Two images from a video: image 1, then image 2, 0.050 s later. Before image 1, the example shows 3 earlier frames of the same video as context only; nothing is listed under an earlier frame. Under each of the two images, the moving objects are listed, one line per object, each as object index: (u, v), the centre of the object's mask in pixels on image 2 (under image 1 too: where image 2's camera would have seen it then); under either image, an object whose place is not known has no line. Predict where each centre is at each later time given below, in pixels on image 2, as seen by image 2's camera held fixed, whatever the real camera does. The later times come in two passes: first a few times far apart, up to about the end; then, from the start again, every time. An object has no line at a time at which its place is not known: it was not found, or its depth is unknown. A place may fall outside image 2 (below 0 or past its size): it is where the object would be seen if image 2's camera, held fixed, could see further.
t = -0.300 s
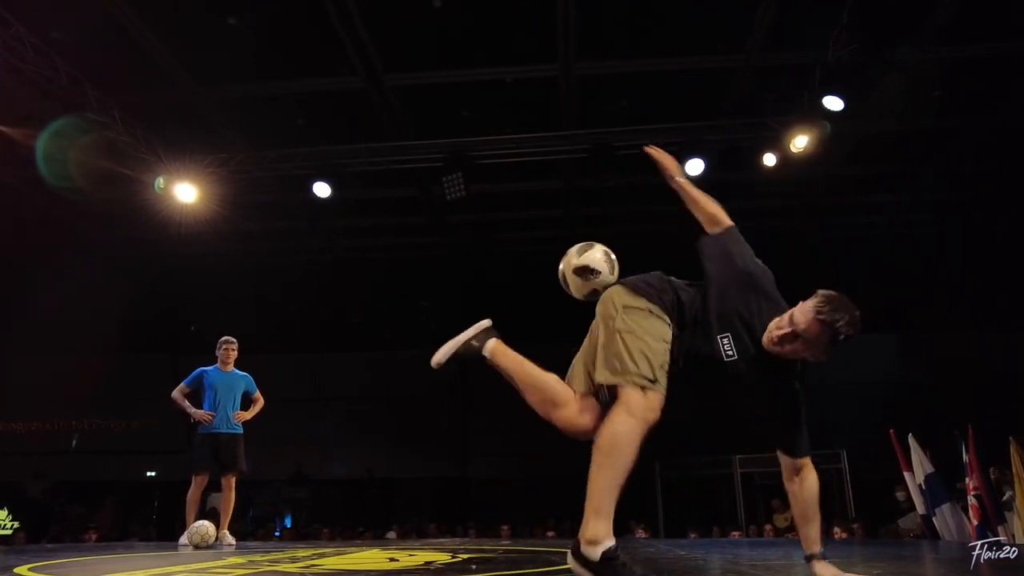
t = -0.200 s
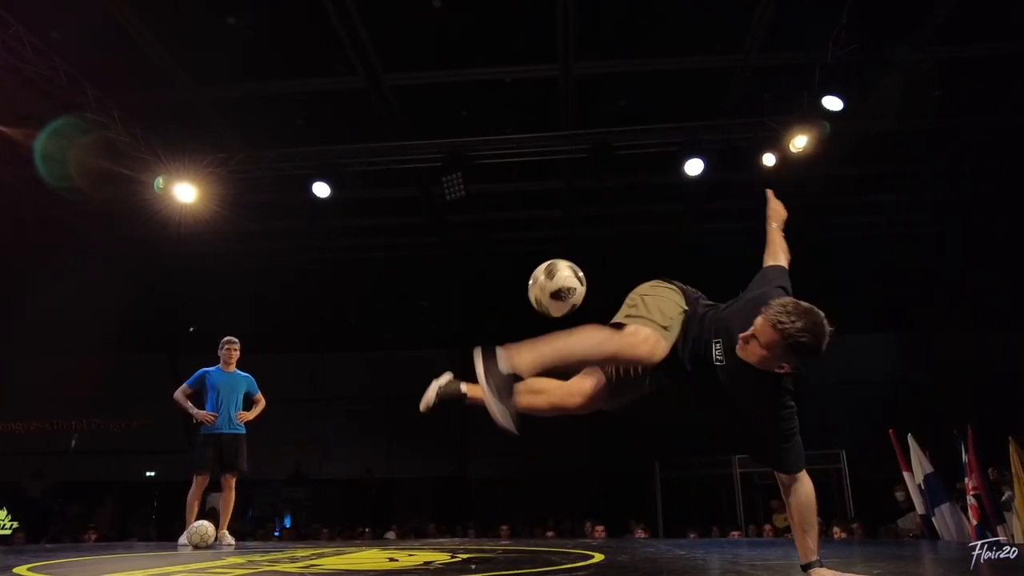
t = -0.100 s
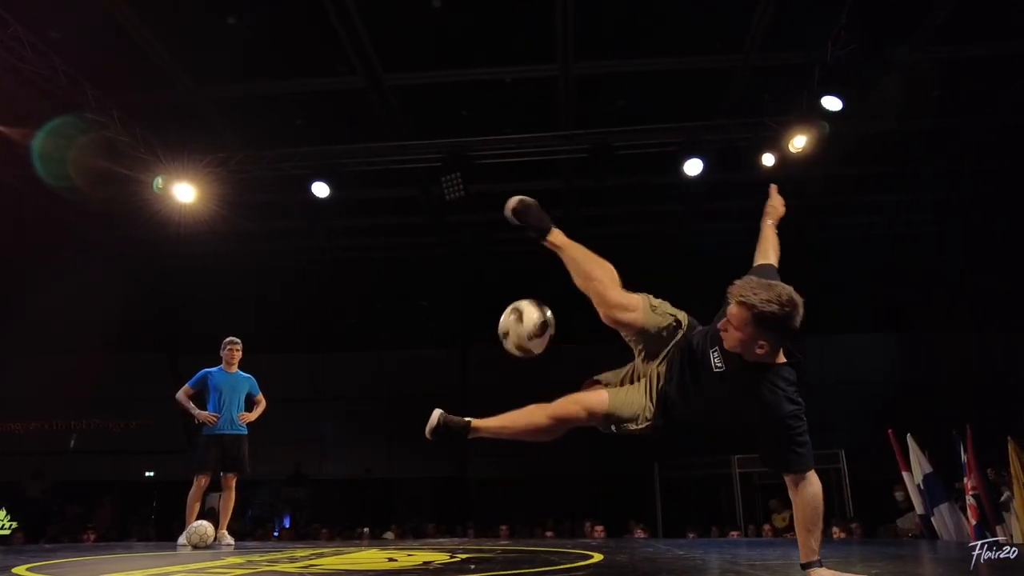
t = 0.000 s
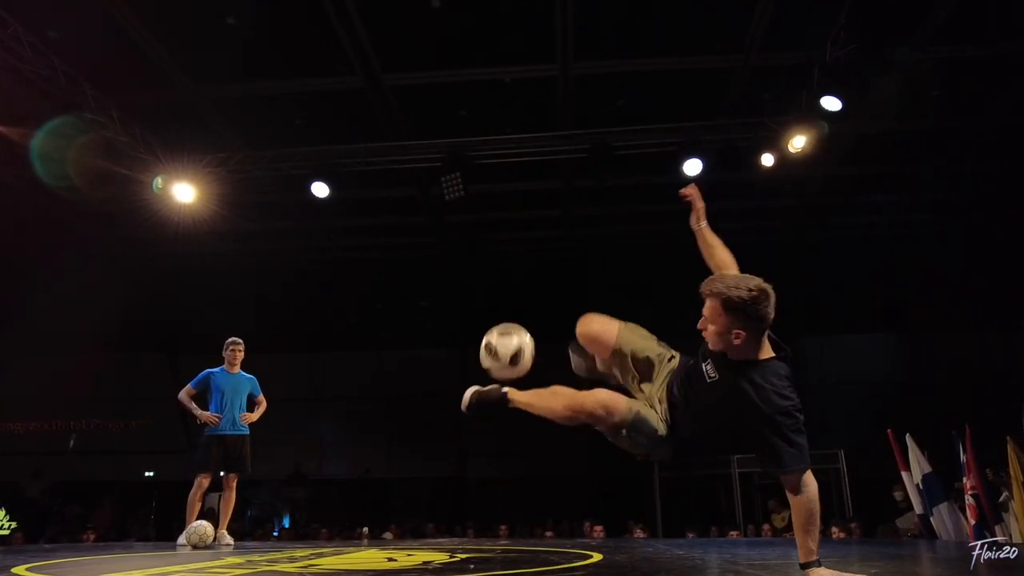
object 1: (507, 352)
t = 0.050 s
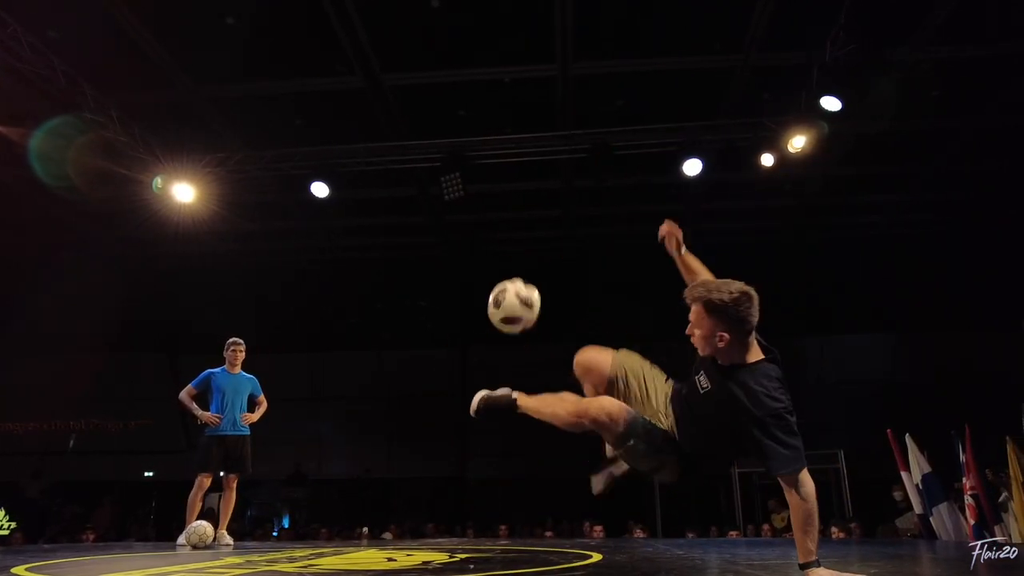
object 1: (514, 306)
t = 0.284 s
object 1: (547, 175)
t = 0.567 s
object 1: (585, 170)
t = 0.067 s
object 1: (517, 292)
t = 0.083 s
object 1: (519, 279)
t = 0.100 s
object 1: (521, 266)
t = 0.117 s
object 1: (524, 255)
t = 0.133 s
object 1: (526, 244)
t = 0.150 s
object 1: (528, 234)
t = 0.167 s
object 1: (530, 224)
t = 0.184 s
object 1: (532, 216)
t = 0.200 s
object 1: (535, 207)
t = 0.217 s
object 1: (537, 200)
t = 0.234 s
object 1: (541, 193)
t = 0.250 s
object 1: (543, 187)
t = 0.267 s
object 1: (545, 181)
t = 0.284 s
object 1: (547, 175)
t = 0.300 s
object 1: (549, 171)
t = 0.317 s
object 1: (552, 167)
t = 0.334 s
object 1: (554, 163)
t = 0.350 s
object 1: (556, 160)
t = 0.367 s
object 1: (558, 158)
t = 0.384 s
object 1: (561, 156)
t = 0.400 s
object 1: (563, 154)
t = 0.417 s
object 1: (565, 154)
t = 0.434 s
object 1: (567, 153)
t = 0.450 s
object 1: (569, 154)
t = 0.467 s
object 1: (571, 154)
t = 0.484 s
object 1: (574, 156)
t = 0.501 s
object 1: (577, 158)
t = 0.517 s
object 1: (579, 160)
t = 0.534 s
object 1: (581, 163)
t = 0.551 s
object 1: (583, 166)
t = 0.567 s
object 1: (585, 170)
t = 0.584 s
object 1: (588, 175)
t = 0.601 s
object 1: (591, 181)
